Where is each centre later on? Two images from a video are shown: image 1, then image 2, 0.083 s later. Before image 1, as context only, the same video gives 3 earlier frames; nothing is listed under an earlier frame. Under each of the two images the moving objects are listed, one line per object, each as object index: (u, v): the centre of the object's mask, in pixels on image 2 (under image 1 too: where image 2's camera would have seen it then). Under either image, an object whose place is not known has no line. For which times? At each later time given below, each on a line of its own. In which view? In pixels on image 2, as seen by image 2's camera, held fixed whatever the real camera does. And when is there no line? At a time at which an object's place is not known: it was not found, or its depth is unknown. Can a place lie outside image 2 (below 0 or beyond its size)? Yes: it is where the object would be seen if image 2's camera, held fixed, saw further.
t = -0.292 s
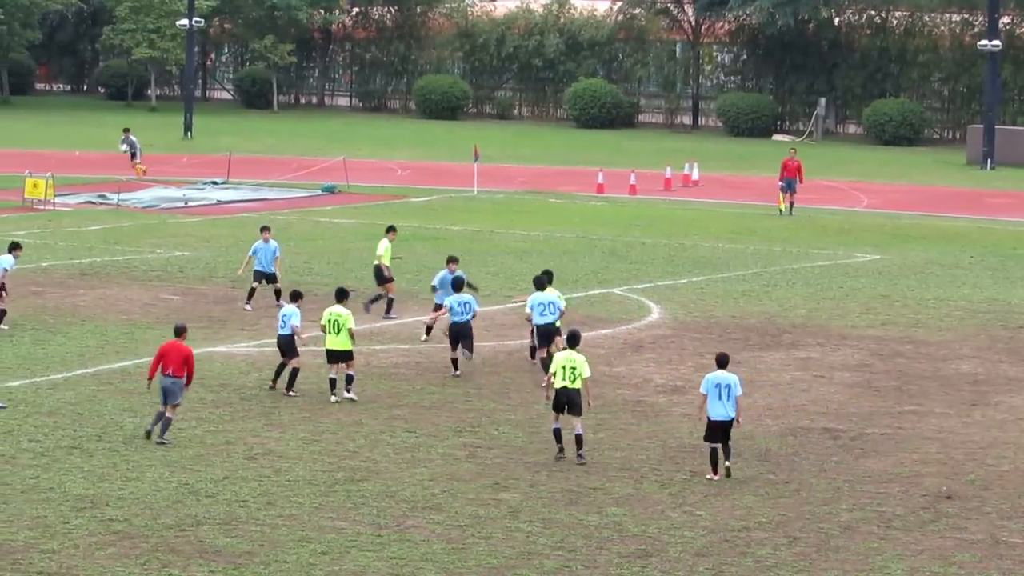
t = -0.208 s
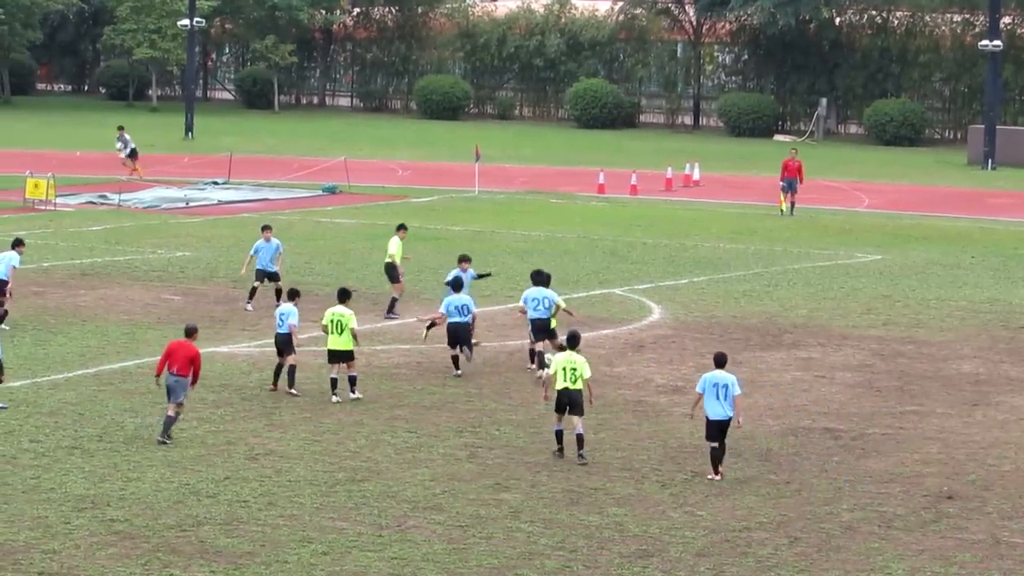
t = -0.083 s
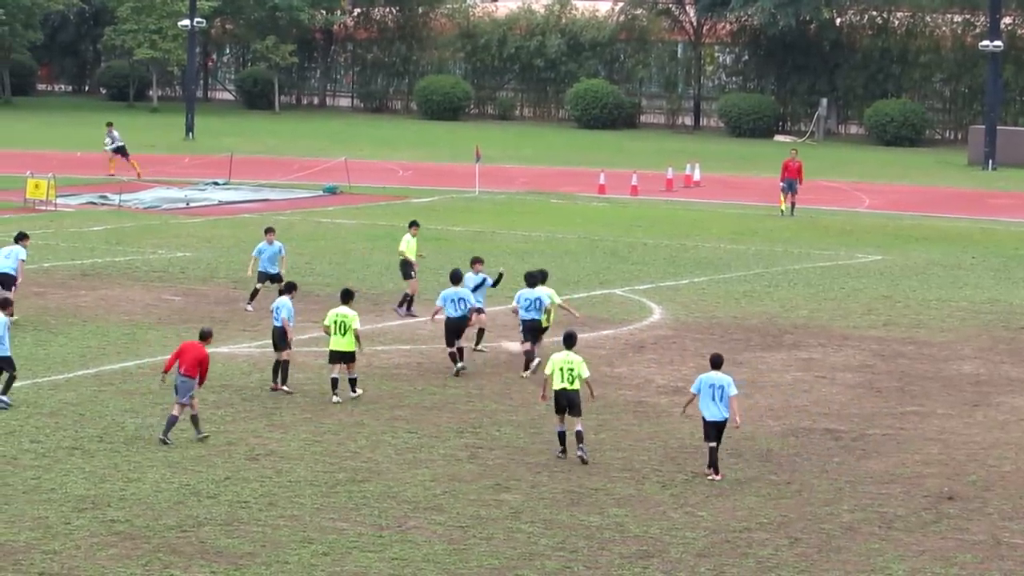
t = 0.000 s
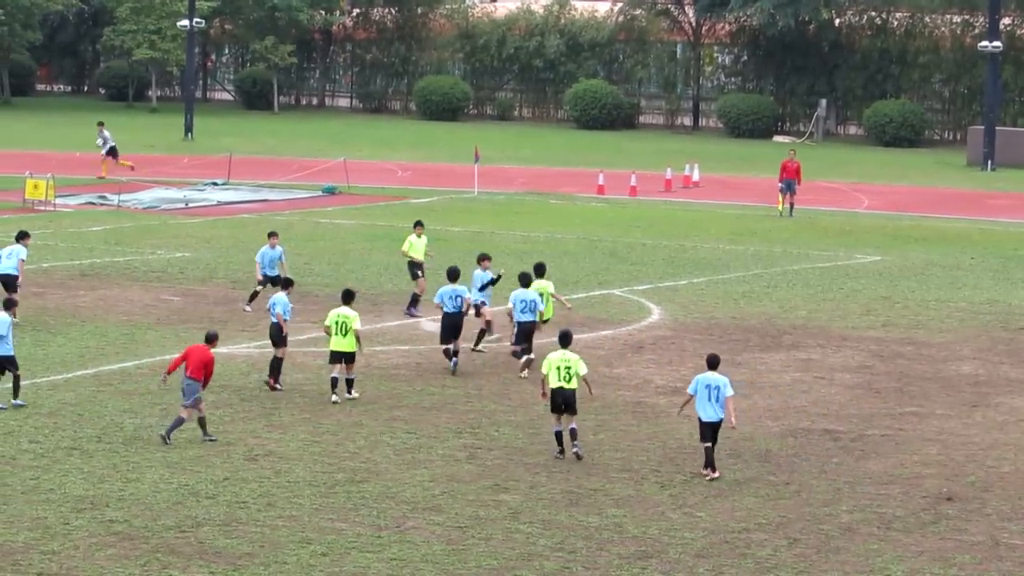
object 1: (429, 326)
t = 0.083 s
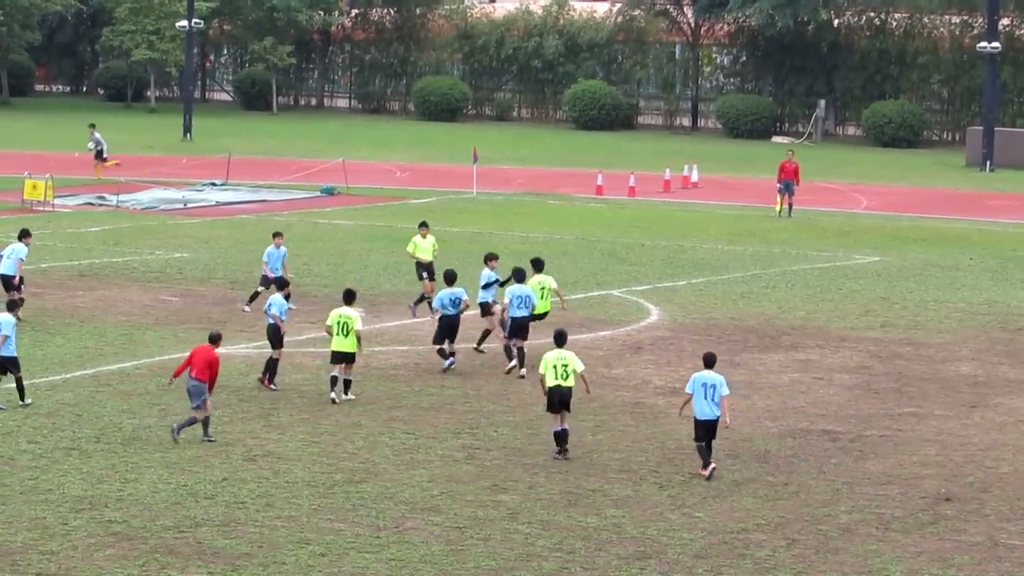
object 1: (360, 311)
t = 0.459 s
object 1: (53, 289)
